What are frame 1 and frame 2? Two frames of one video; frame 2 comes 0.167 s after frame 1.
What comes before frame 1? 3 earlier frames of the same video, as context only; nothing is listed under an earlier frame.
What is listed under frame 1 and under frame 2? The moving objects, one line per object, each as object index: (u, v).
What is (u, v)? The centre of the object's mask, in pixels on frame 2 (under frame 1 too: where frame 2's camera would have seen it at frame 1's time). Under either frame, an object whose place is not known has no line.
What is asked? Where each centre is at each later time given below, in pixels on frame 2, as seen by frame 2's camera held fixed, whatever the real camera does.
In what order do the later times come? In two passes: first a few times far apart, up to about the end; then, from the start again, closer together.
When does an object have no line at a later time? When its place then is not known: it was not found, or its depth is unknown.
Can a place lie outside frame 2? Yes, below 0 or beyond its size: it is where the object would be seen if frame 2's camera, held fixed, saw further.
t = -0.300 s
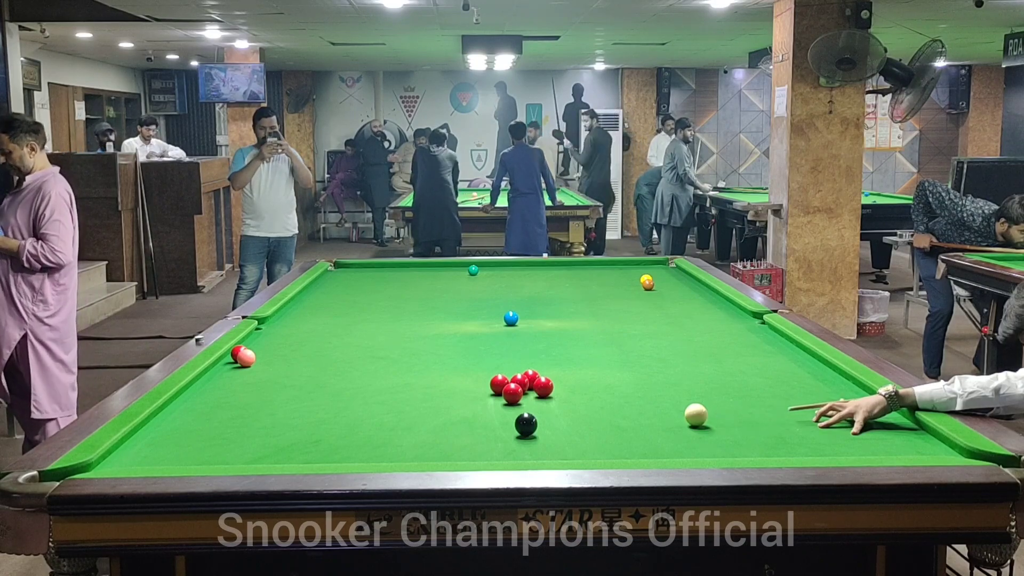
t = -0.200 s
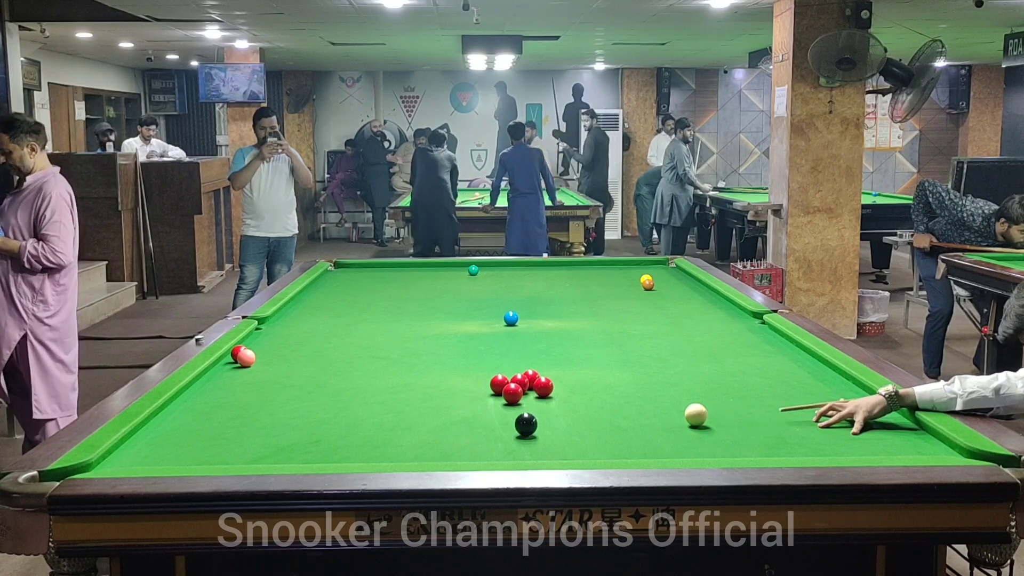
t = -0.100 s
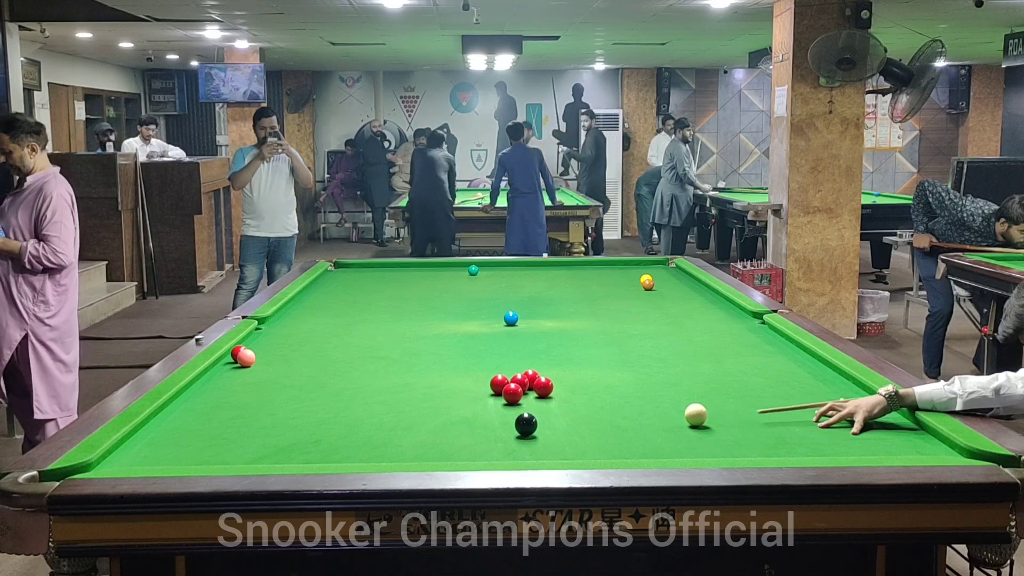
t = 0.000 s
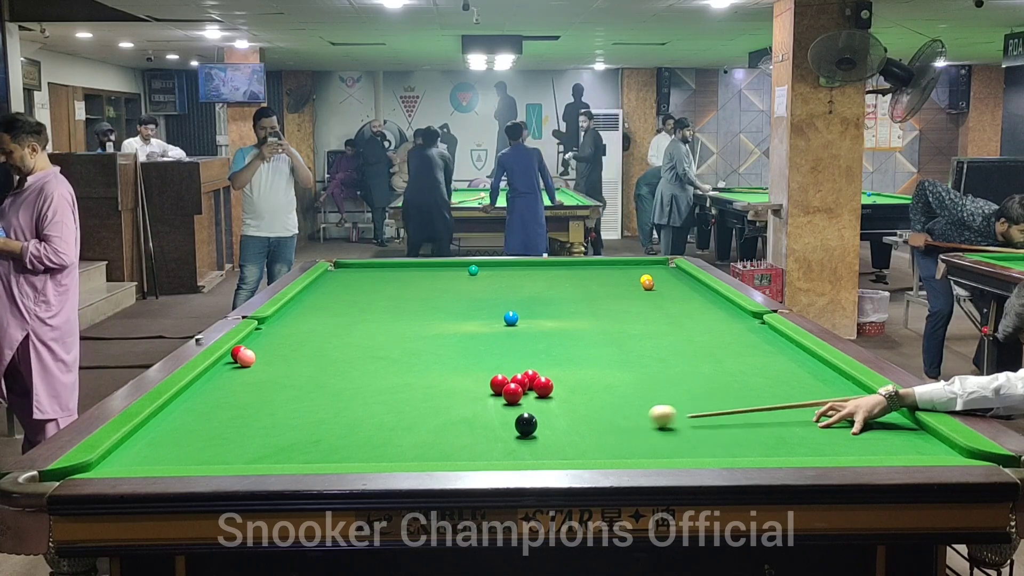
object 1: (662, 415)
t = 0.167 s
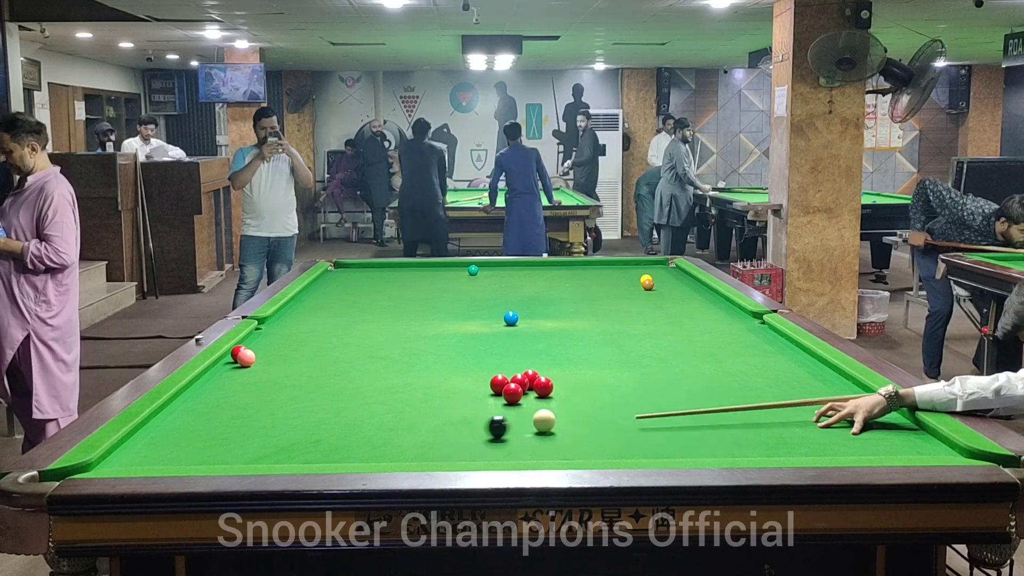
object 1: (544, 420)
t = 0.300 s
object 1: (532, 417)
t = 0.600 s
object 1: (505, 410)
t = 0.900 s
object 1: (484, 404)
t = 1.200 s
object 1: (465, 399)
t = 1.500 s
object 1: (448, 395)
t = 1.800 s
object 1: (434, 391)
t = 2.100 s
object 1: (423, 389)
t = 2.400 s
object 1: (414, 387)
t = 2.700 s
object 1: (407, 385)
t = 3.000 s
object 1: (402, 384)
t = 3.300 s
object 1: (400, 384)
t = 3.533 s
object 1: (399, 384)
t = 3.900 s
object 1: (400, 384)
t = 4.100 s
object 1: (400, 384)
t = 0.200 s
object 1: (540, 420)
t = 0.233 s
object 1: (539, 419)
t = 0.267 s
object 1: (535, 418)
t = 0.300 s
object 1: (532, 417)
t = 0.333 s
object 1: (529, 416)
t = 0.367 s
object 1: (526, 415)
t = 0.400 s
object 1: (522, 415)
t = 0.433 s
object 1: (521, 414)
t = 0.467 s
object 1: (518, 413)
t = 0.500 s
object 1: (515, 412)
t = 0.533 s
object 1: (511, 412)
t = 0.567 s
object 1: (508, 411)
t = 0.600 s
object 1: (505, 410)
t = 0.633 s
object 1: (504, 409)
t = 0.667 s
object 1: (501, 409)
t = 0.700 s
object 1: (498, 408)
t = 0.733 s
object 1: (496, 407)
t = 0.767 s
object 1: (493, 406)
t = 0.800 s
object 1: (490, 406)
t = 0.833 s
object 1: (489, 405)
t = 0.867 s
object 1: (486, 405)
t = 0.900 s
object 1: (484, 404)
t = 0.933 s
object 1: (481, 403)
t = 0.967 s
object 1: (479, 402)
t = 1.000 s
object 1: (476, 402)
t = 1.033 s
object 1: (475, 402)
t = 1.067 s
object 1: (473, 401)
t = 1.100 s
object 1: (471, 401)
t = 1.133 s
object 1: (468, 400)
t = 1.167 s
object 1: (467, 400)
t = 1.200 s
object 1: (465, 399)
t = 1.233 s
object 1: (463, 398)
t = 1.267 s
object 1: (461, 398)
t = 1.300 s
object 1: (459, 398)
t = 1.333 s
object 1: (457, 397)
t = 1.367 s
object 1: (455, 396)
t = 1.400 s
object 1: (454, 396)
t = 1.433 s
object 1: (452, 396)
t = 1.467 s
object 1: (450, 395)
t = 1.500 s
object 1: (448, 395)
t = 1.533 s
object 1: (447, 395)
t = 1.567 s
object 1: (444, 394)
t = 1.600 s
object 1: (443, 394)
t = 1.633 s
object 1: (442, 393)
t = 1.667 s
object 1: (440, 393)
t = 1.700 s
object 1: (439, 393)
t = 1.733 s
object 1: (437, 392)
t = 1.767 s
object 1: (435, 392)
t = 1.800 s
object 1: (434, 391)
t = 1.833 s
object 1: (433, 391)
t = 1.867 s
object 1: (432, 391)
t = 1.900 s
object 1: (430, 391)
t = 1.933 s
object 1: (429, 390)
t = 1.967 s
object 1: (428, 390)
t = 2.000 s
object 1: (427, 390)
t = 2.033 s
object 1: (425, 389)
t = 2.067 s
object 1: (424, 389)
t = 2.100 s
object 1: (423, 389)
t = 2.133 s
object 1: (422, 388)
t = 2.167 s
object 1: (421, 388)
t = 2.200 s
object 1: (420, 388)
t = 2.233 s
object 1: (418, 388)
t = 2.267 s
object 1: (418, 388)
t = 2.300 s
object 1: (417, 387)
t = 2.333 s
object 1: (416, 387)
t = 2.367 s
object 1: (415, 387)
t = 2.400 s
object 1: (414, 387)
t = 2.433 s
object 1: (413, 387)
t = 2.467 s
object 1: (412, 387)
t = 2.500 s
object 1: (411, 386)
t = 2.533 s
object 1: (411, 386)
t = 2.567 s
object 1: (410, 386)
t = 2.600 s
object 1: (409, 386)
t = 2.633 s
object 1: (409, 385)
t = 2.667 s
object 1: (408, 386)
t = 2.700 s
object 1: (407, 385)
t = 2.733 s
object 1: (407, 385)
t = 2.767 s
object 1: (406, 385)
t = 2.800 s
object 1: (405, 385)
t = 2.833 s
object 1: (404, 385)
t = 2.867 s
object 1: (404, 384)
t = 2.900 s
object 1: (403, 385)
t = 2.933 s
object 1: (403, 385)
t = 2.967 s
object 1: (403, 385)
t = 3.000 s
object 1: (402, 384)
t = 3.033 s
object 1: (402, 384)
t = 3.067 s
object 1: (402, 384)
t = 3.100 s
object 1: (401, 384)
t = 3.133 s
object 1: (401, 384)
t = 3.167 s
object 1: (401, 384)
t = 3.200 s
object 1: (400, 384)
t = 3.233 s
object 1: (400, 384)
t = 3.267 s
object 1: (400, 384)
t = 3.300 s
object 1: (400, 384)
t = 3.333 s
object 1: (400, 384)
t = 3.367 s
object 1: (399, 384)
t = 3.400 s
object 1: (399, 384)
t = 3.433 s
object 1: (399, 384)
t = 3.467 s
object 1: (399, 384)
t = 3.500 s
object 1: (399, 384)
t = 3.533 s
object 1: (399, 384)
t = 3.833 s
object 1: (401, 384)
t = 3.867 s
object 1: (400, 384)
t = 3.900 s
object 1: (400, 384)
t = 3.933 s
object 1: (400, 385)
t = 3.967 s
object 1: (400, 385)
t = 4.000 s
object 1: (400, 385)
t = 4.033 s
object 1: (400, 384)
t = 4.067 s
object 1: (400, 384)
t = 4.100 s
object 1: (400, 384)
